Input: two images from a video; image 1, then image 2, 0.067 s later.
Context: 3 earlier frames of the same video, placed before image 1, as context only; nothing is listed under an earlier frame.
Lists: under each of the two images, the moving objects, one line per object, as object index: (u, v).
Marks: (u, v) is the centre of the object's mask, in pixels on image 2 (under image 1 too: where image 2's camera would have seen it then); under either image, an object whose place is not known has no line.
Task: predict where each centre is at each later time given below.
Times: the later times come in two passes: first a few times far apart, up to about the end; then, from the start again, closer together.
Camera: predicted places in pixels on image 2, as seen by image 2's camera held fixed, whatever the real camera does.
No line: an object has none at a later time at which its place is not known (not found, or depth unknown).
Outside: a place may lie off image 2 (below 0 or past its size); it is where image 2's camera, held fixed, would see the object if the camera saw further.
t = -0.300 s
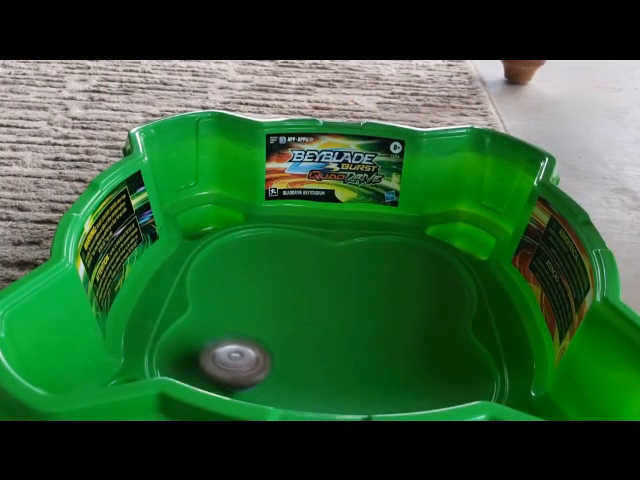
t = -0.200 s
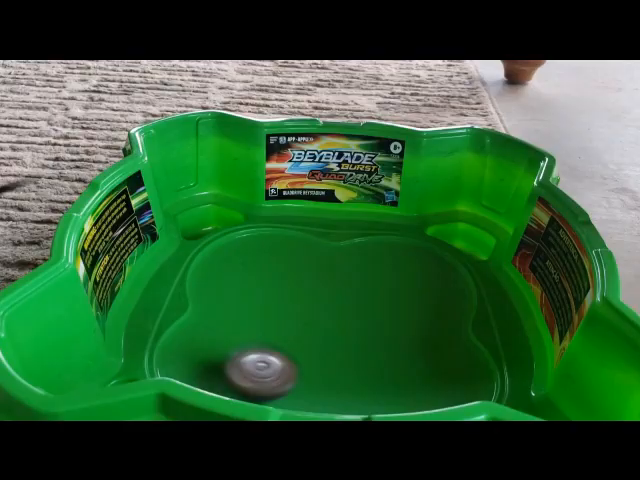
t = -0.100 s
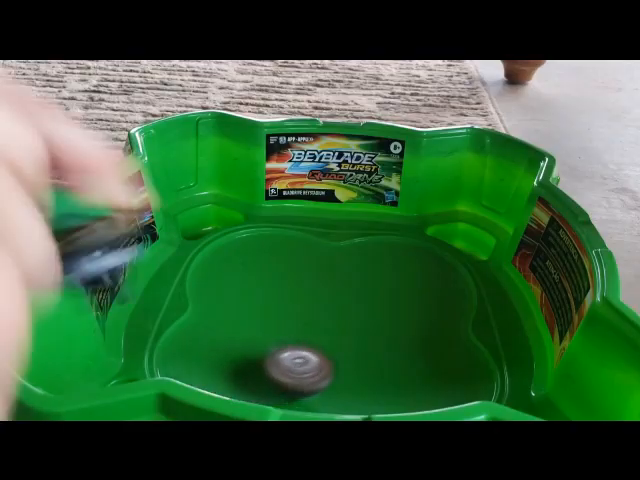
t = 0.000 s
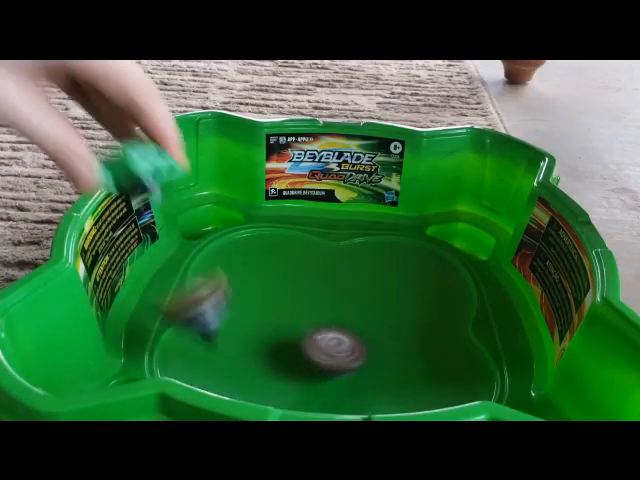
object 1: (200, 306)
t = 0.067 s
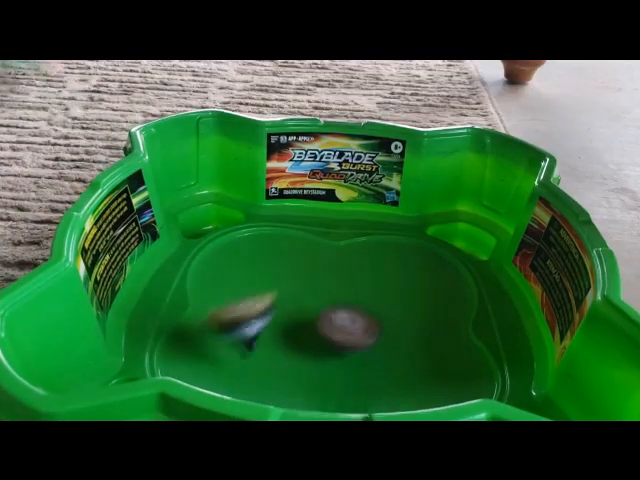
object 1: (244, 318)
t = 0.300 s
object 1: (325, 284)
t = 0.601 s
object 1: (175, 302)
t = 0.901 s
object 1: (253, 381)
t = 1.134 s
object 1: (314, 360)
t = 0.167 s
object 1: (318, 282)
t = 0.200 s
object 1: (340, 292)
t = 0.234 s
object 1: (340, 286)
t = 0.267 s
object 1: (338, 286)
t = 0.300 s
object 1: (325, 284)
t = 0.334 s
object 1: (310, 289)
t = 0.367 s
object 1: (286, 304)
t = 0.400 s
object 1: (266, 301)
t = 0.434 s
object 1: (246, 298)
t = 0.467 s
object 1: (228, 296)
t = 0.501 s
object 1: (211, 295)
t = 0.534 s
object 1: (193, 296)
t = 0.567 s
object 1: (178, 294)
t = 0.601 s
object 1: (175, 302)
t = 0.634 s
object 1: (177, 312)
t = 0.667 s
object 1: (182, 324)
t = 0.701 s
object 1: (189, 334)
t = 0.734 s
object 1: (197, 344)
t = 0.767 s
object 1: (208, 353)
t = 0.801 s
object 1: (219, 362)
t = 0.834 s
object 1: (229, 369)
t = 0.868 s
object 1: (241, 375)
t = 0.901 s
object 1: (253, 381)
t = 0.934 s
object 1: (265, 385)
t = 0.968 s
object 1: (275, 388)
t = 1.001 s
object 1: (285, 389)
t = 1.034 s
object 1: (296, 388)
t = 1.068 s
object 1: (305, 381)
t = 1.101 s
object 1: (311, 368)
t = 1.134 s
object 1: (314, 360)
